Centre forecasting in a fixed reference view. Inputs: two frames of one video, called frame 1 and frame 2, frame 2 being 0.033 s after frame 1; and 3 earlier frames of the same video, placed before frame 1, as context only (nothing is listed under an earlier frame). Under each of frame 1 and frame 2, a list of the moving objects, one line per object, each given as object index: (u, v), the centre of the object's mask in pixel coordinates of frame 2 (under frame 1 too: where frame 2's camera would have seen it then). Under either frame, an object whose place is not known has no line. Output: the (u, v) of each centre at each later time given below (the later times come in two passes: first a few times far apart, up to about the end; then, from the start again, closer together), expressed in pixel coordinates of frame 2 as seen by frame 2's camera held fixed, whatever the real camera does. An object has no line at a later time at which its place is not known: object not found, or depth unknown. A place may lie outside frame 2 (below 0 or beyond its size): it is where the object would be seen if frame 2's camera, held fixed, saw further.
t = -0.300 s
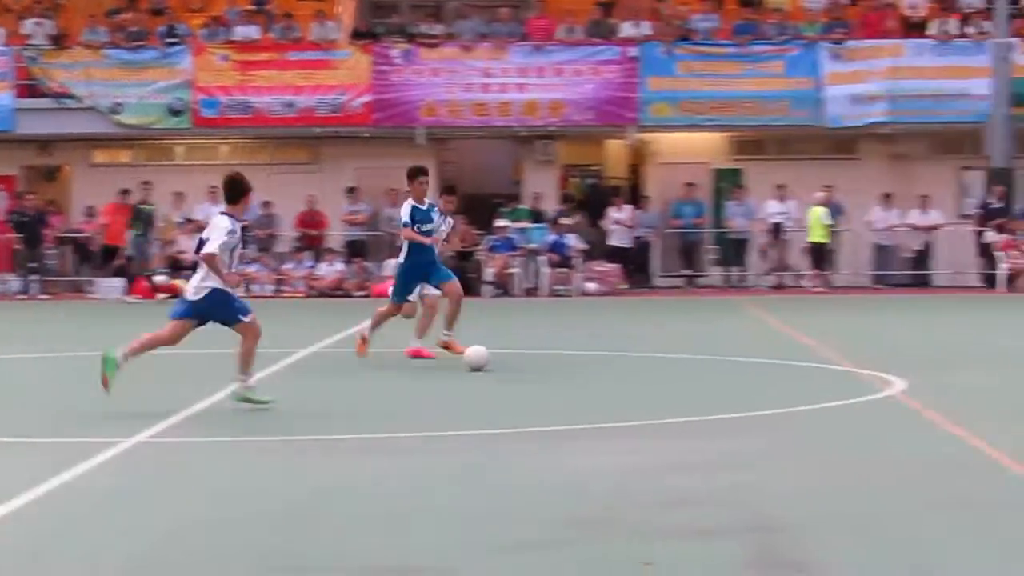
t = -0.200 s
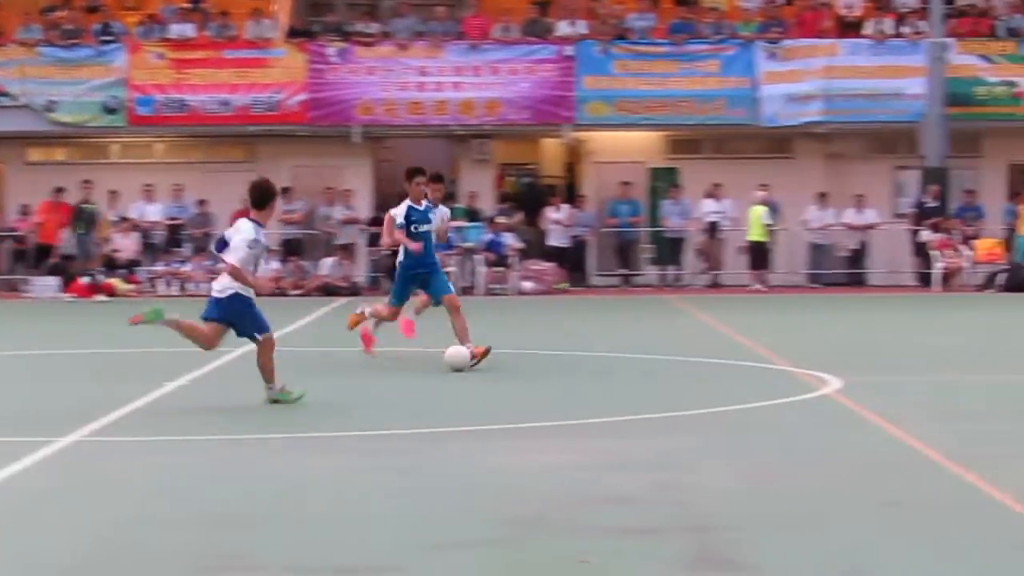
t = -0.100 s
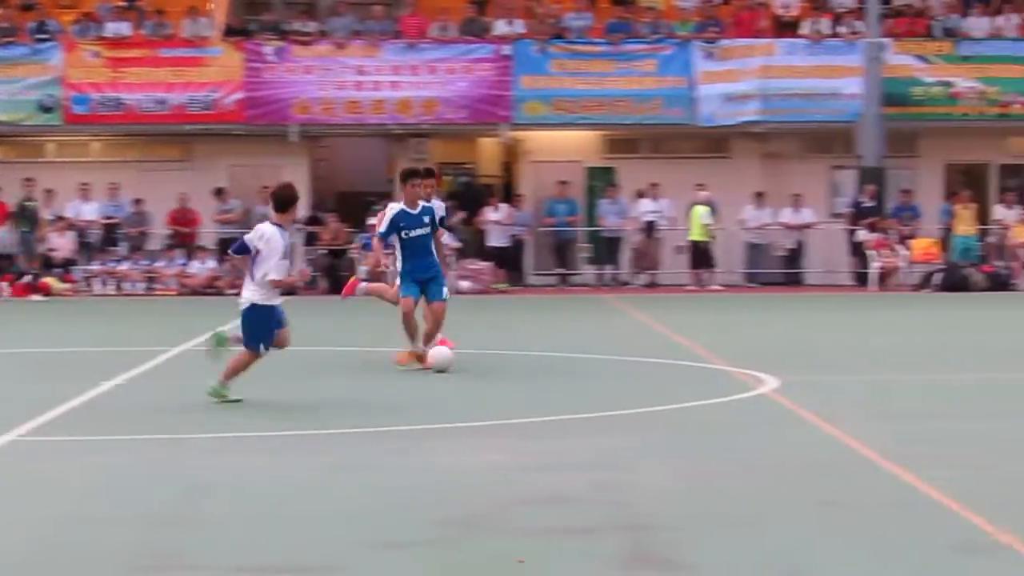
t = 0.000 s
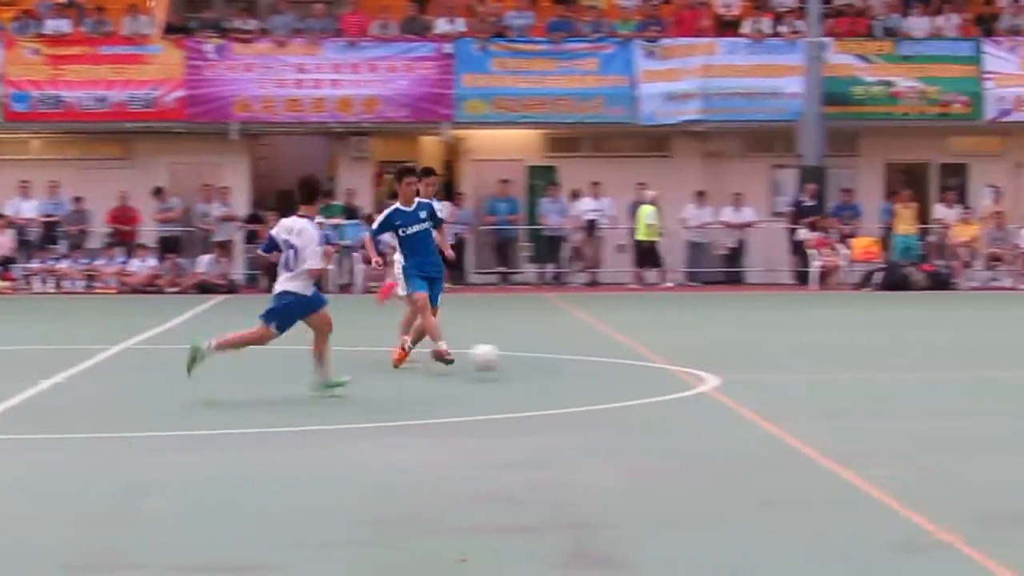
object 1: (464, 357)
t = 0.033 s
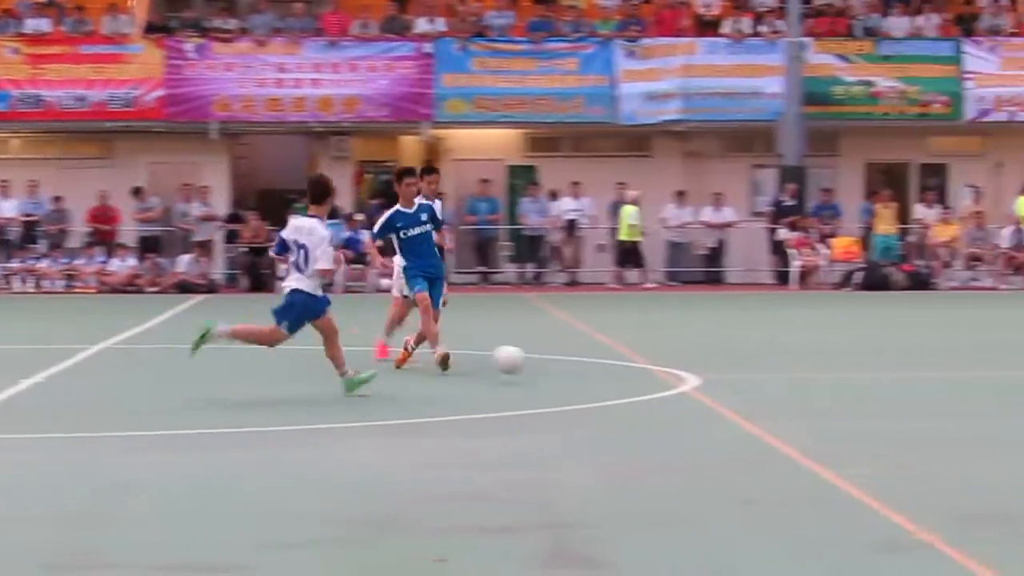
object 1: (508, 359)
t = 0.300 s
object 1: (894, 397)
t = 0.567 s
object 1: (1347, 439)
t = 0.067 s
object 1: (554, 363)
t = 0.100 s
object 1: (600, 369)
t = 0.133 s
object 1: (649, 378)
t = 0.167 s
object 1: (698, 384)
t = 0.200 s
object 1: (745, 383)
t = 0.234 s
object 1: (790, 386)
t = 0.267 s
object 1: (839, 389)
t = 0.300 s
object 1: (894, 397)
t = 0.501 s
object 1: (1224, 426)
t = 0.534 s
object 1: (1287, 440)
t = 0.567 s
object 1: (1347, 439)
